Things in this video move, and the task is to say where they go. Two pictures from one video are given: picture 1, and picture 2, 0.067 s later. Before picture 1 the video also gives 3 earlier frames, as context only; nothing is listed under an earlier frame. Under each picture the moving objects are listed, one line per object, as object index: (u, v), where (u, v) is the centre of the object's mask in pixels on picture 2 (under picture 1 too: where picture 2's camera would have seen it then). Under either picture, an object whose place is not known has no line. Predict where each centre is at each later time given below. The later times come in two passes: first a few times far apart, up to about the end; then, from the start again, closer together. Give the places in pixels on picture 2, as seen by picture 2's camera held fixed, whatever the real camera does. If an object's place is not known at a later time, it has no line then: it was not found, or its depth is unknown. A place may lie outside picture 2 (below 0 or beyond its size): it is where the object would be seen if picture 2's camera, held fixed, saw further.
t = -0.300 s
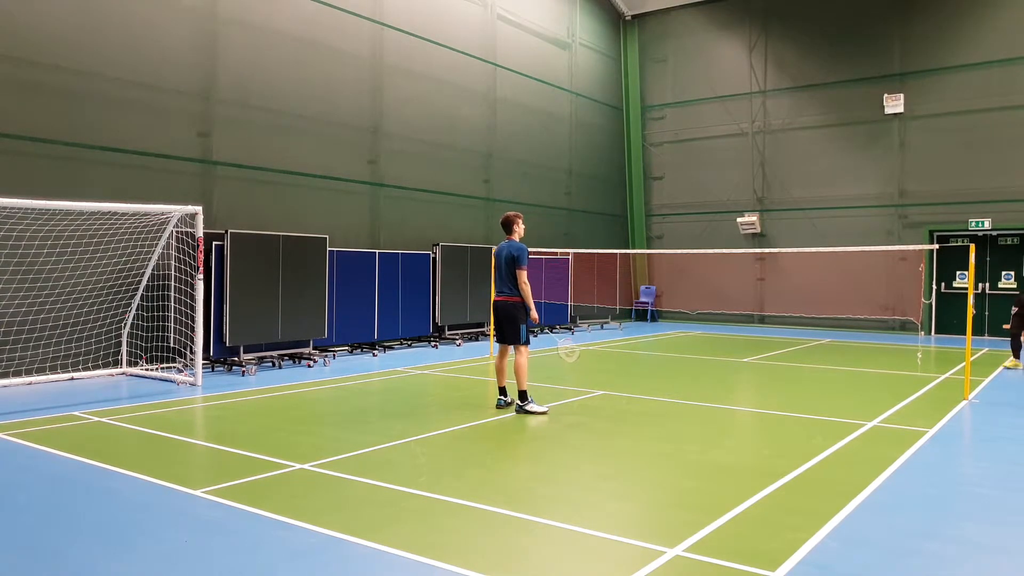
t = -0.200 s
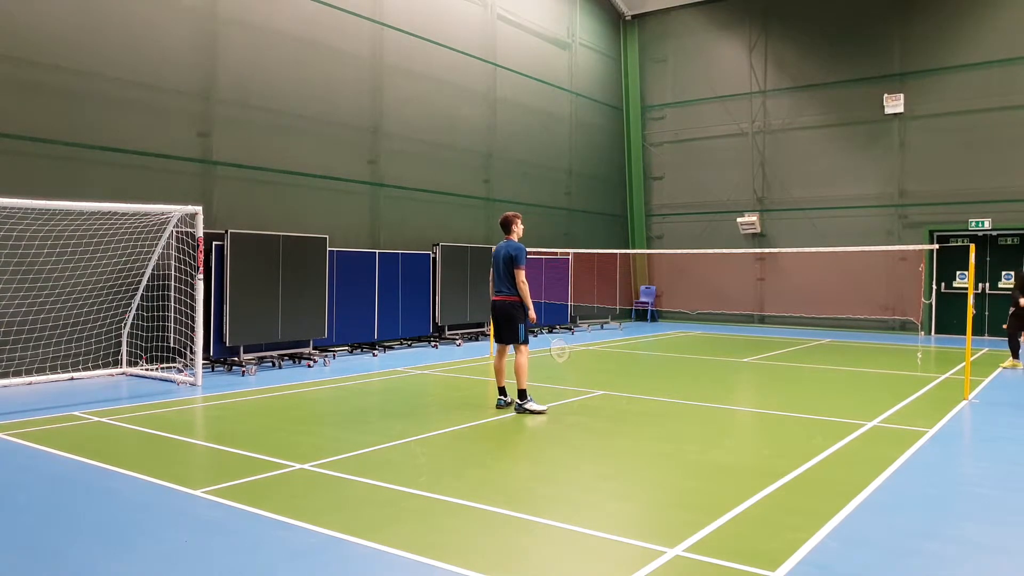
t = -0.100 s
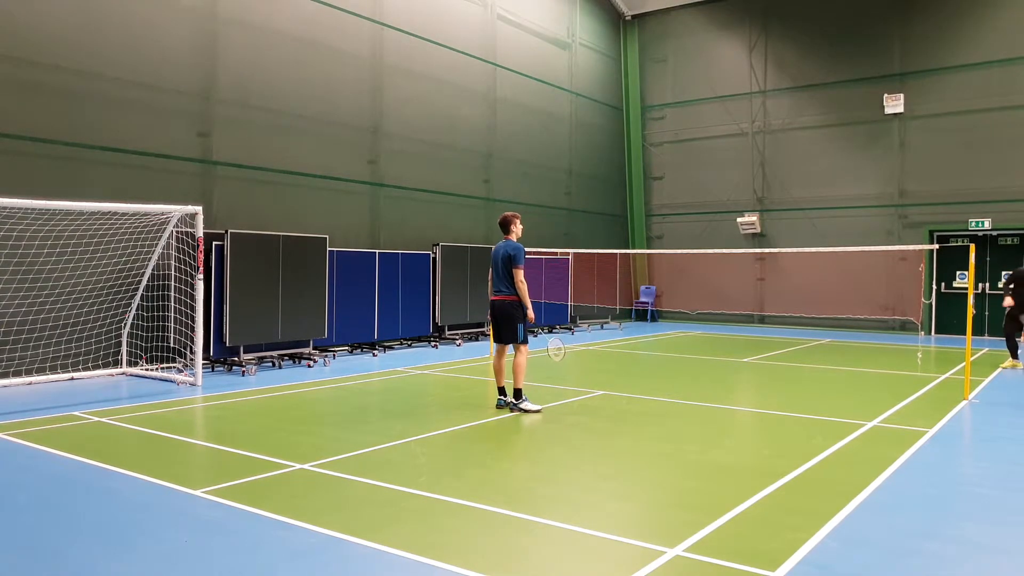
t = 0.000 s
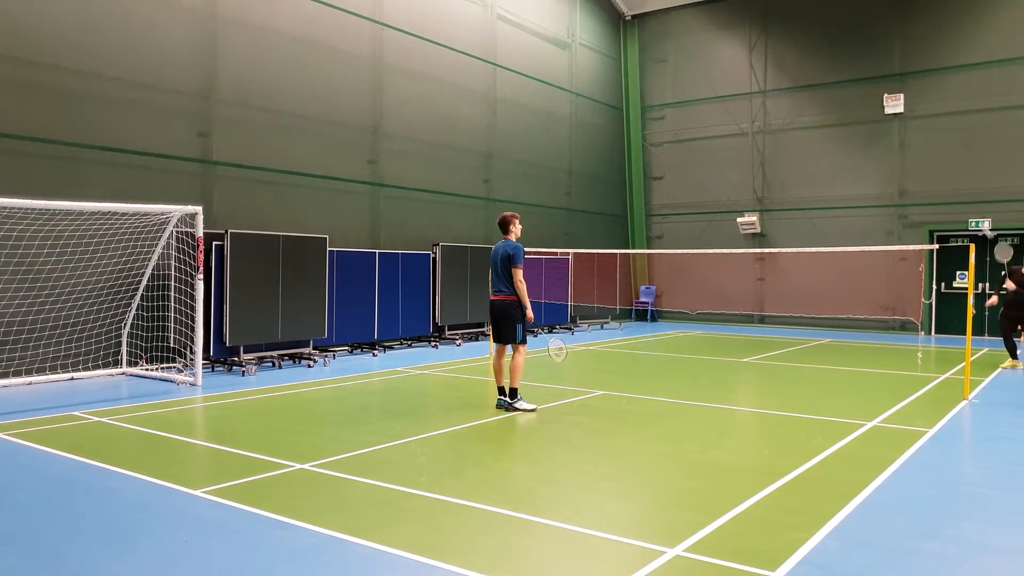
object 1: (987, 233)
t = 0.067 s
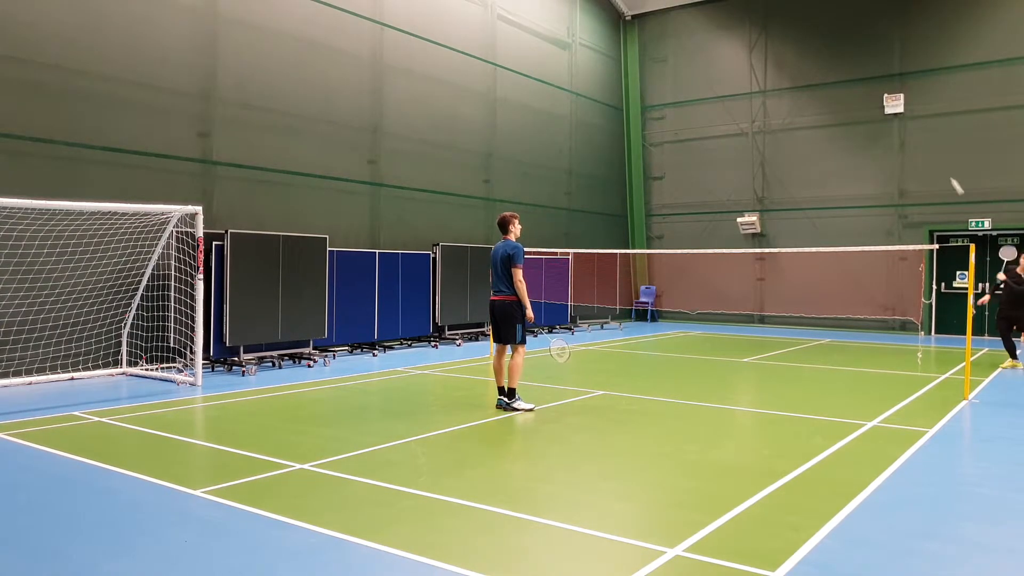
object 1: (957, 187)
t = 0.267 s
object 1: (878, 93)
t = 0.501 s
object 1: (798, 42)
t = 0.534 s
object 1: (787, 39)
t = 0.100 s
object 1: (943, 167)
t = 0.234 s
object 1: (889, 102)
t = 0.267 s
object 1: (878, 93)
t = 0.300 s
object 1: (866, 83)
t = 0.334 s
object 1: (854, 73)
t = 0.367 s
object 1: (843, 64)
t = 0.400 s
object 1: (831, 57)
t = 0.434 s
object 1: (820, 51)
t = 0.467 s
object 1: (809, 46)
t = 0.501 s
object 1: (798, 42)
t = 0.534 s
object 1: (787, 39)
